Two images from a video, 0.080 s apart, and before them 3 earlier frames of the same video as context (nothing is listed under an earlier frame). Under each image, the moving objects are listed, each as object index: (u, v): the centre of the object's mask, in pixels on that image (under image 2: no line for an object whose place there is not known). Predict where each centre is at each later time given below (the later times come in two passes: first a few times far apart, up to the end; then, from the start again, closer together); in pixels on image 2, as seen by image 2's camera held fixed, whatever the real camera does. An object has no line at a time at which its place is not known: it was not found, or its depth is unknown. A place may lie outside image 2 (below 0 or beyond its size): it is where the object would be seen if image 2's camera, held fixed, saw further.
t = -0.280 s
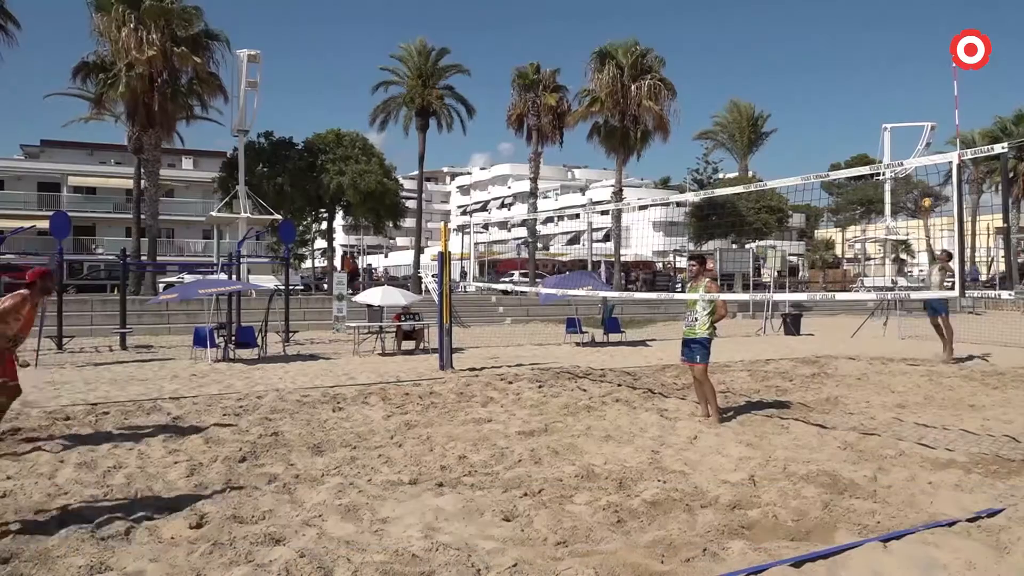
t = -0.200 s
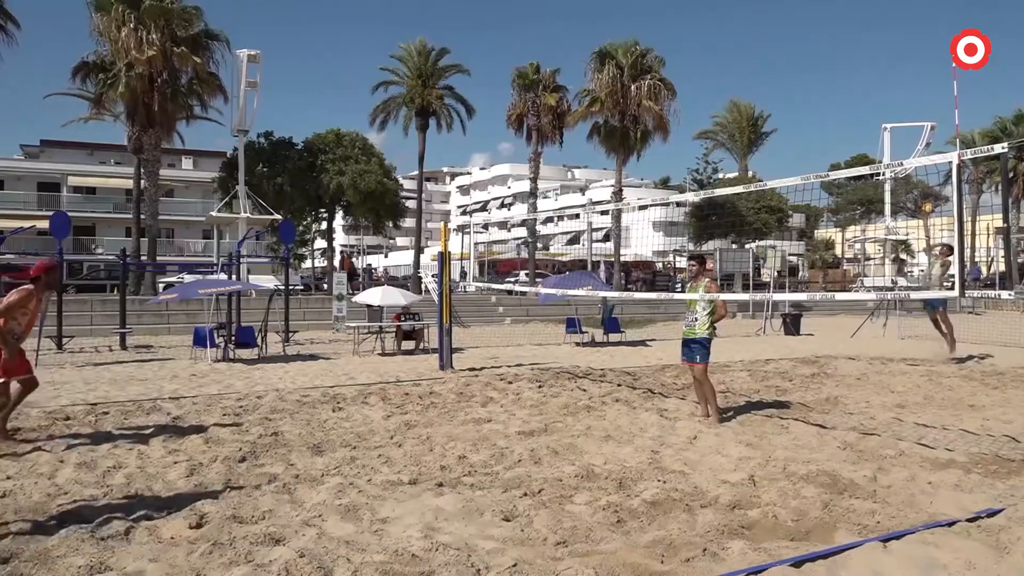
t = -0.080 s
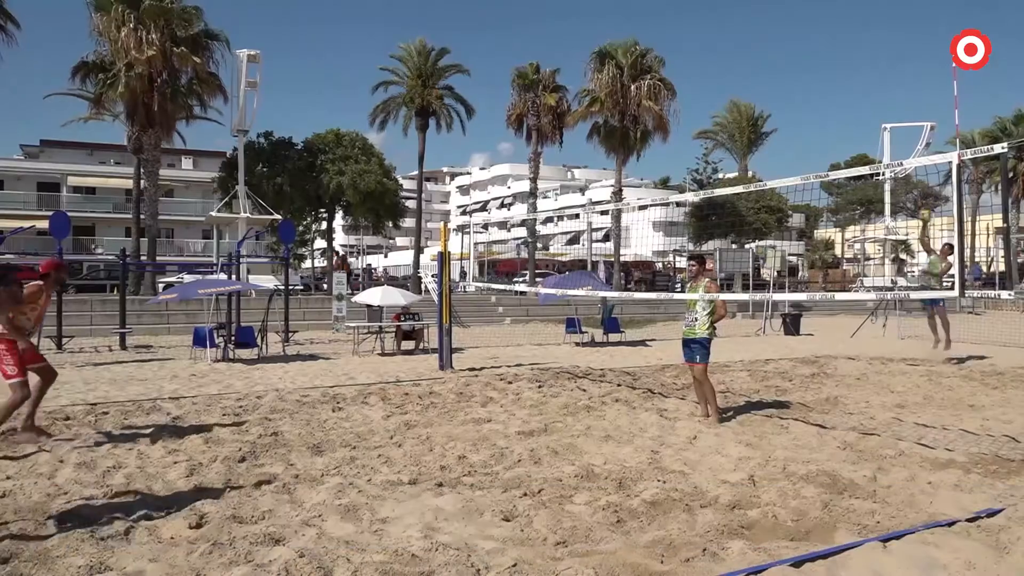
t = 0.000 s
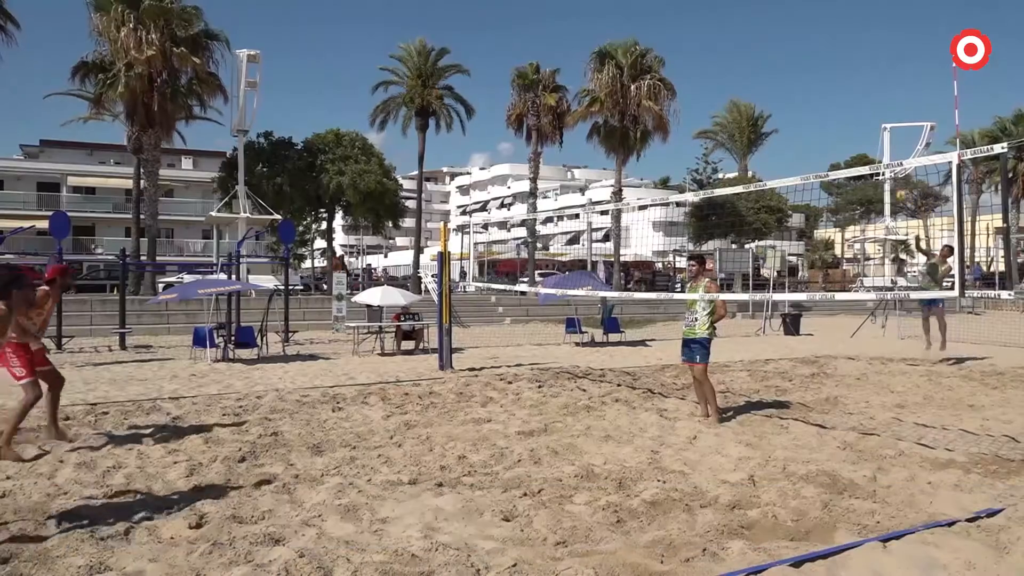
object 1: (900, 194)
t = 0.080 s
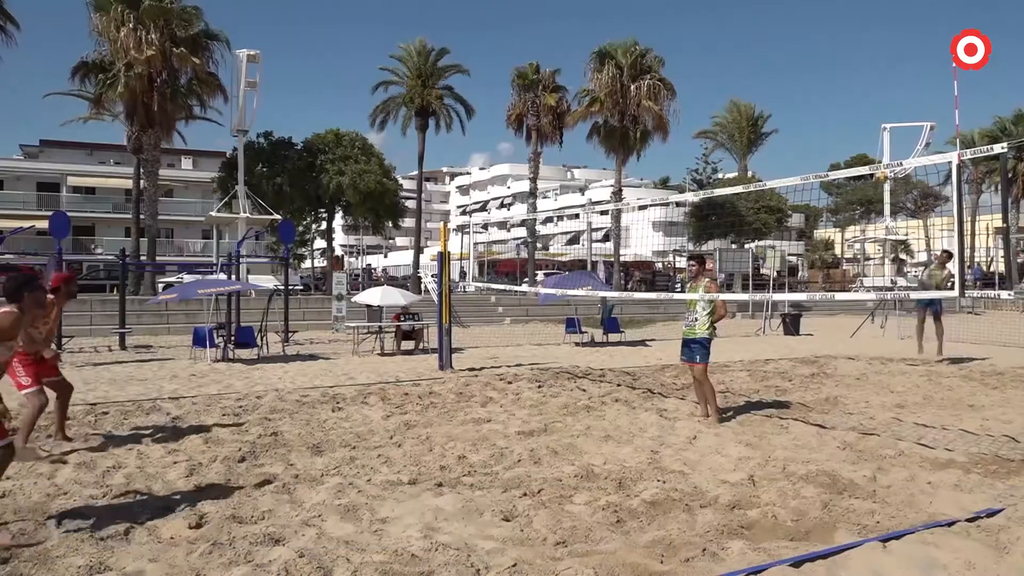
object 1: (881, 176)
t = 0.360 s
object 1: (786, 137)
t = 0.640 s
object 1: (637, 170)
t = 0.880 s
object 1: (432, 305)
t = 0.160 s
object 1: (857, 160)
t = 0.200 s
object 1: (845, 153)
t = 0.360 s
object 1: (786, 137)
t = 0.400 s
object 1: (769, 136)
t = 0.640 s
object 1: (637, 170)
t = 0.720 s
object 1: (580, 199)
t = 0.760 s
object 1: (547, 220)
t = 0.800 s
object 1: (512, 243)
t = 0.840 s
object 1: (474, 271)
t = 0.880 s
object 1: (432, 305)
